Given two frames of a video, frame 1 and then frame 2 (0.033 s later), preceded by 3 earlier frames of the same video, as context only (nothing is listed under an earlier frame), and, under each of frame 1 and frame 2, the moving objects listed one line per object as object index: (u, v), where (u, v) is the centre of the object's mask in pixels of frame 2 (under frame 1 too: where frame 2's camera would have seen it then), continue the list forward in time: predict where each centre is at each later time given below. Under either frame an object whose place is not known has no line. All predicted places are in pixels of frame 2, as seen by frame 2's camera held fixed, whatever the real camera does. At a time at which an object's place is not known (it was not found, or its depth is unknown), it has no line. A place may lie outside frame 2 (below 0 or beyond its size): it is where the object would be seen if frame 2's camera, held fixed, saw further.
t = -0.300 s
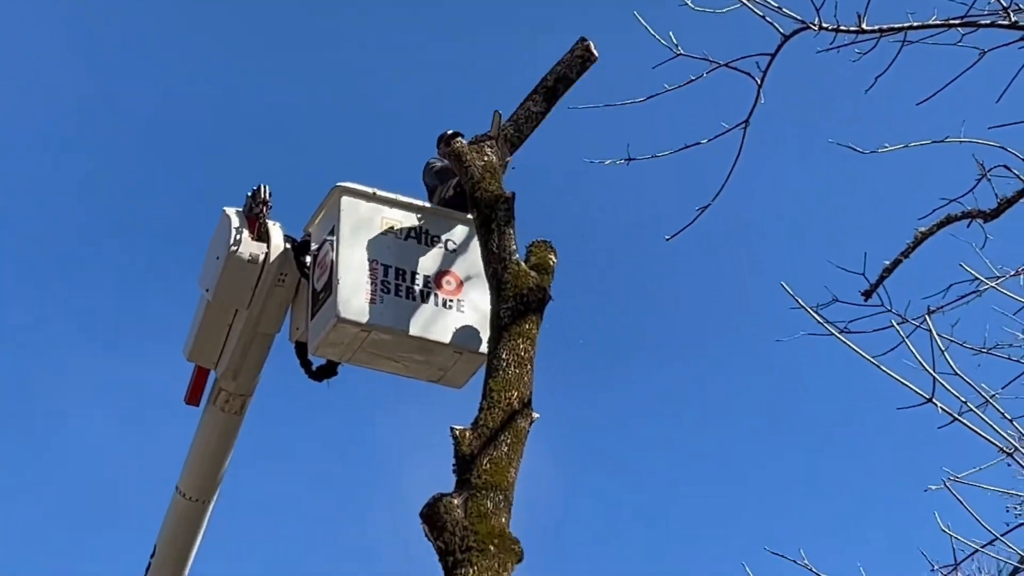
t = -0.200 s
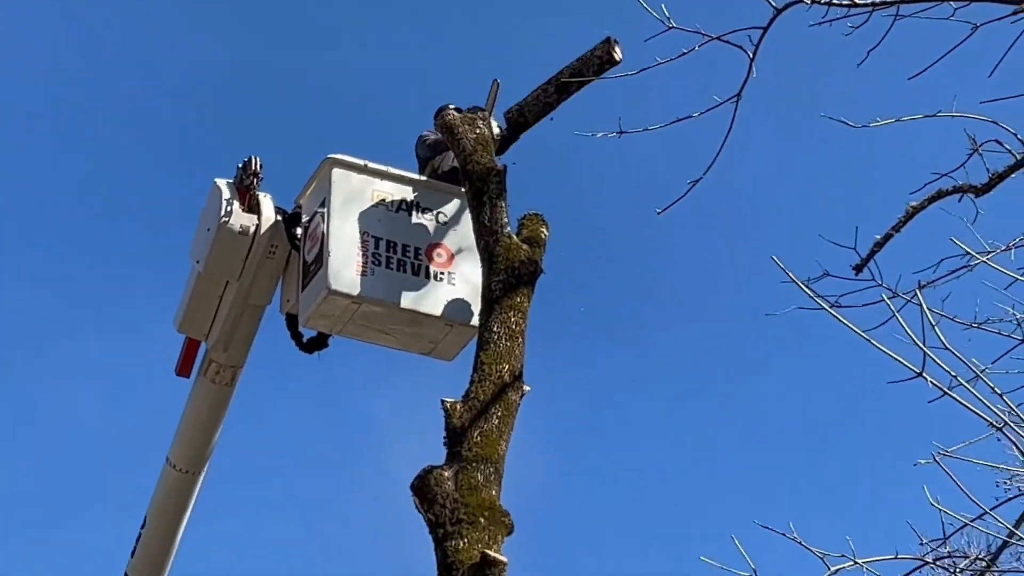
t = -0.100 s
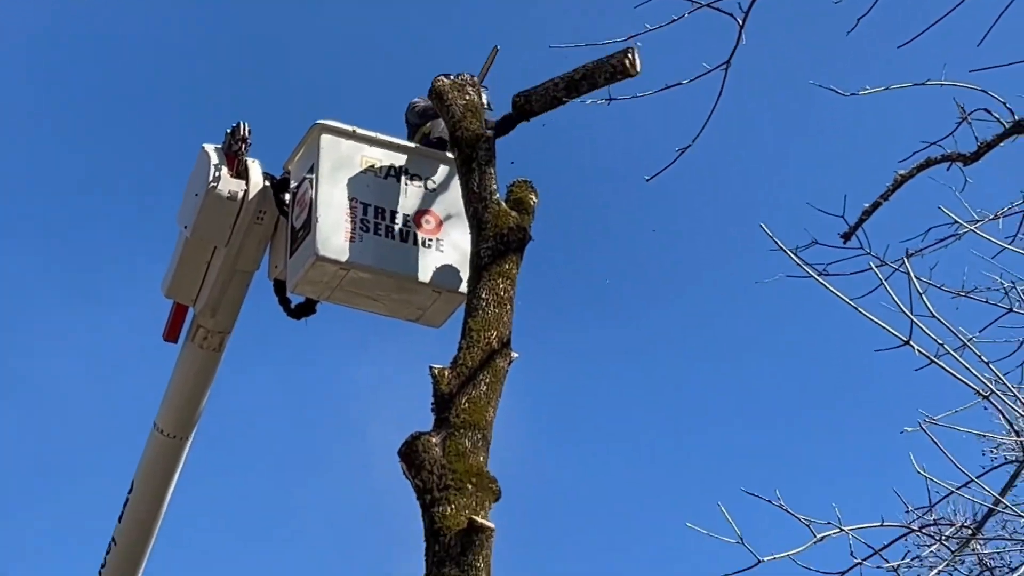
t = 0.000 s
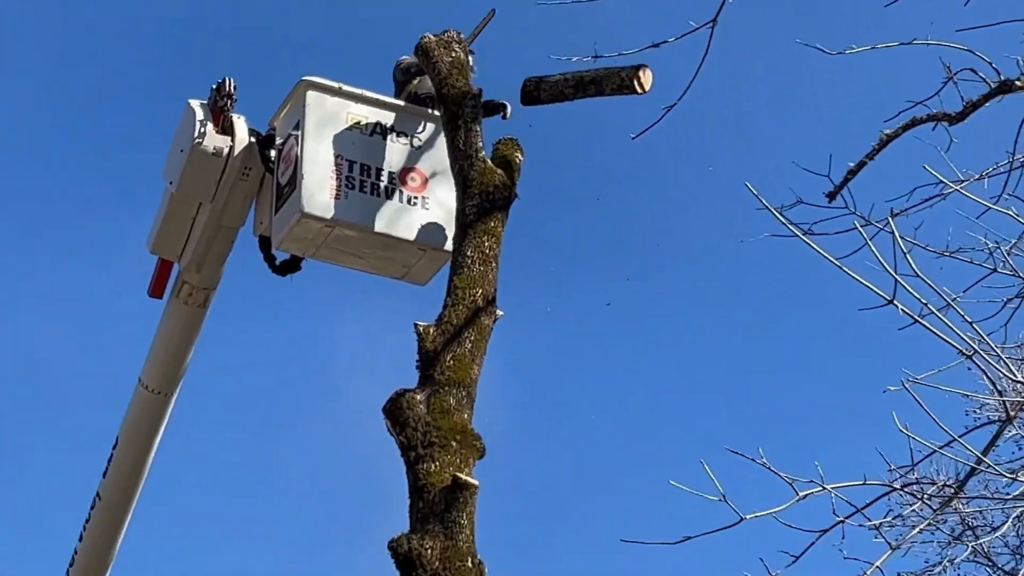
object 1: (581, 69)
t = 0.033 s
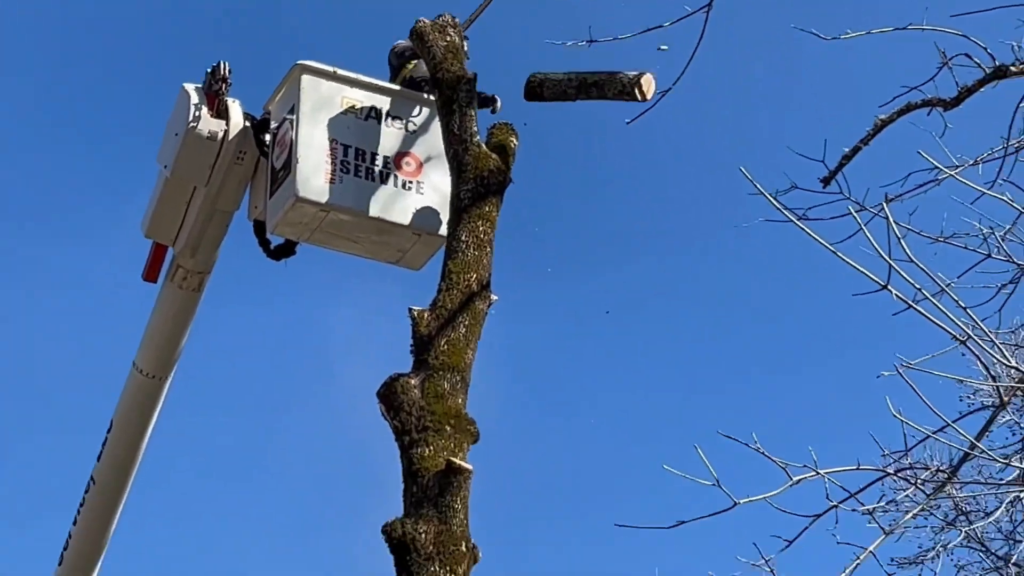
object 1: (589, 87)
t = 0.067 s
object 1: (598, 106)
